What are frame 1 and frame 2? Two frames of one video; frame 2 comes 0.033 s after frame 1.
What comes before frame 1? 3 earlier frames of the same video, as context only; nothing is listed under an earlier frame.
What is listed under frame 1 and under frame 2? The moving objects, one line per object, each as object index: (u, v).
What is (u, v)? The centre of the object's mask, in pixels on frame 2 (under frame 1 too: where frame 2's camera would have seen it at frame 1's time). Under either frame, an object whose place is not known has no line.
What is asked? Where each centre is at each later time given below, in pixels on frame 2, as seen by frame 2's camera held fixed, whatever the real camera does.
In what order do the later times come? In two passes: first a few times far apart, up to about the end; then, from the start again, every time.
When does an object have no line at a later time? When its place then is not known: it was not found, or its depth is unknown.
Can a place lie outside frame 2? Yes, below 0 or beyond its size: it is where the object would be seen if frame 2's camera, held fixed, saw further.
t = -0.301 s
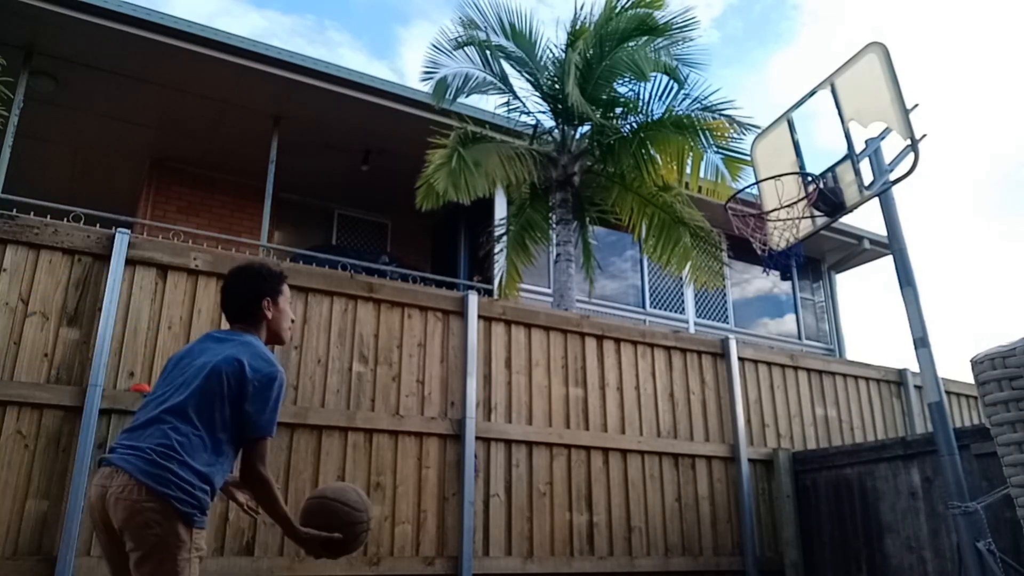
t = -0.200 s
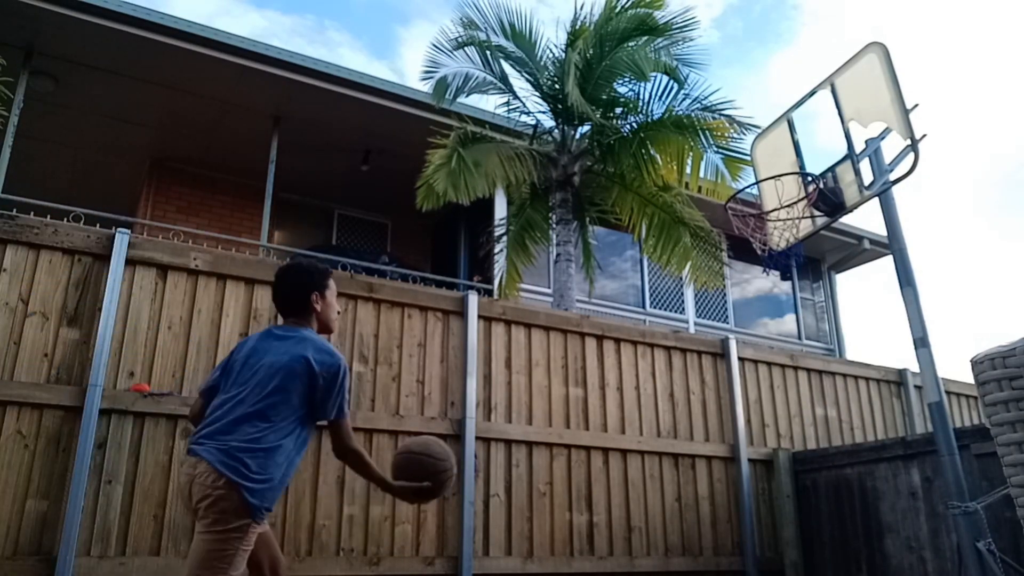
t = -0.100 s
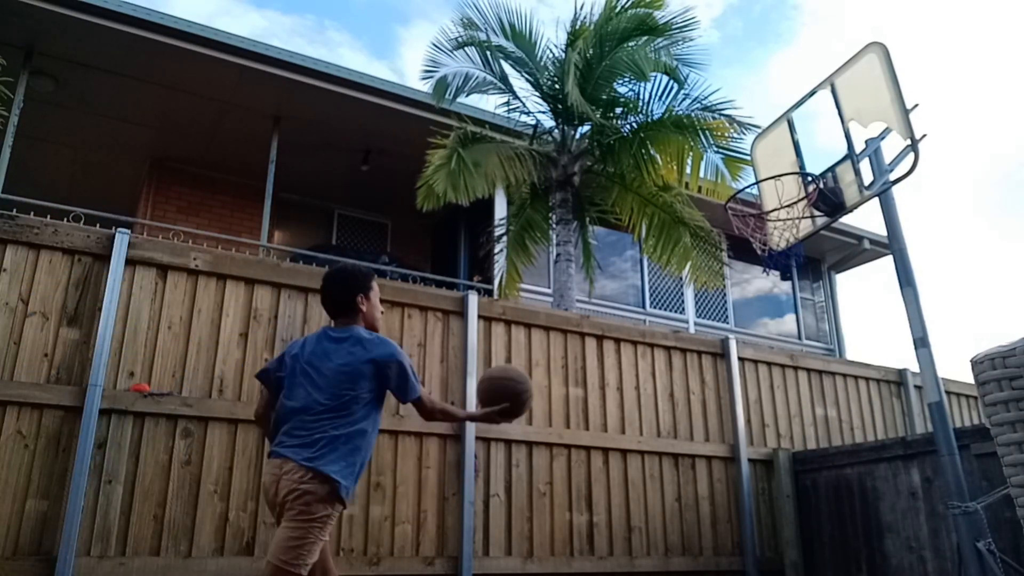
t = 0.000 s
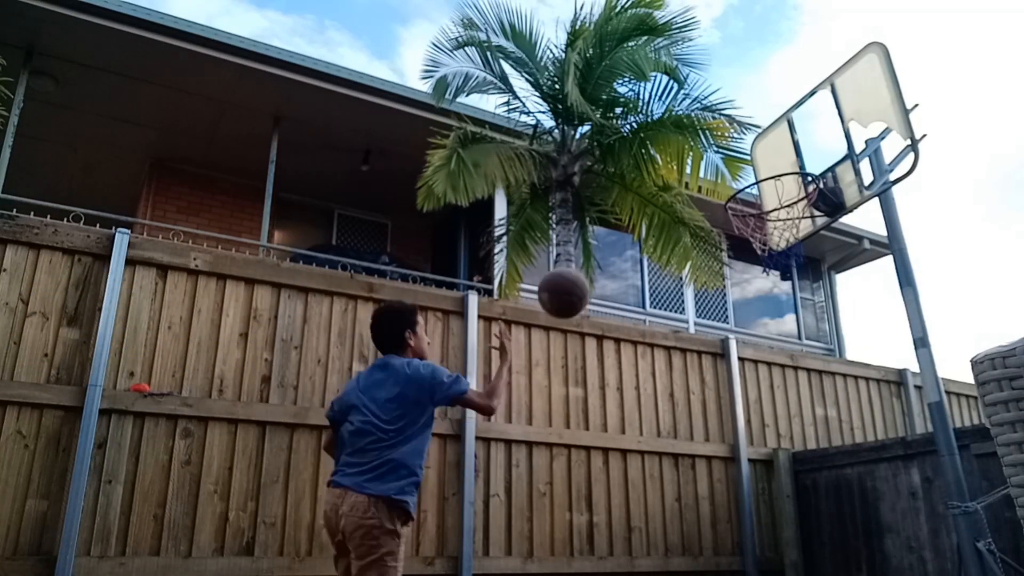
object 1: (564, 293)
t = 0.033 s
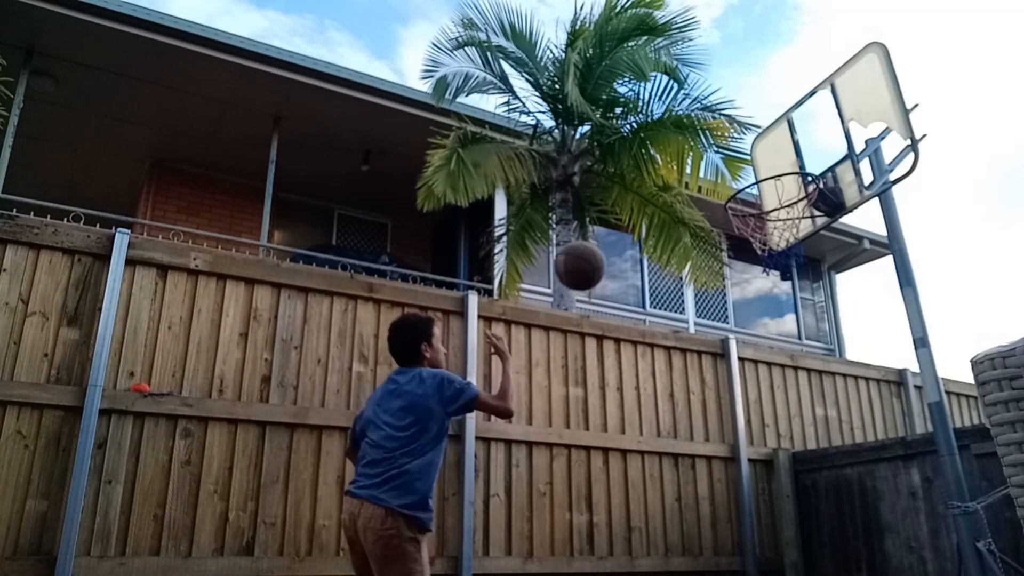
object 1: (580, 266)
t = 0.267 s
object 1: (685, 158)
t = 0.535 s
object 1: (778, 160)
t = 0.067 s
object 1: (597, 242)
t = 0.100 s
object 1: (612, 221)
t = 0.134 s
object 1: (627, 204)
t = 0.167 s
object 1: (642, 189)
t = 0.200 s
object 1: (657, 176)
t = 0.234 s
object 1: (671, 166)
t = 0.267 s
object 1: (685, 158)
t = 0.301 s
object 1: (699, 152)
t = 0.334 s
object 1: (712, 149)
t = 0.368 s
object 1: (725, 147)
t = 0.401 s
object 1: (738, 147)
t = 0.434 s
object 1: (751, 149)
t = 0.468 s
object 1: (763, 153)
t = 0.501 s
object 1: (776, 157)
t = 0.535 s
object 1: (778, 160)
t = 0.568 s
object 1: (768, 161)
